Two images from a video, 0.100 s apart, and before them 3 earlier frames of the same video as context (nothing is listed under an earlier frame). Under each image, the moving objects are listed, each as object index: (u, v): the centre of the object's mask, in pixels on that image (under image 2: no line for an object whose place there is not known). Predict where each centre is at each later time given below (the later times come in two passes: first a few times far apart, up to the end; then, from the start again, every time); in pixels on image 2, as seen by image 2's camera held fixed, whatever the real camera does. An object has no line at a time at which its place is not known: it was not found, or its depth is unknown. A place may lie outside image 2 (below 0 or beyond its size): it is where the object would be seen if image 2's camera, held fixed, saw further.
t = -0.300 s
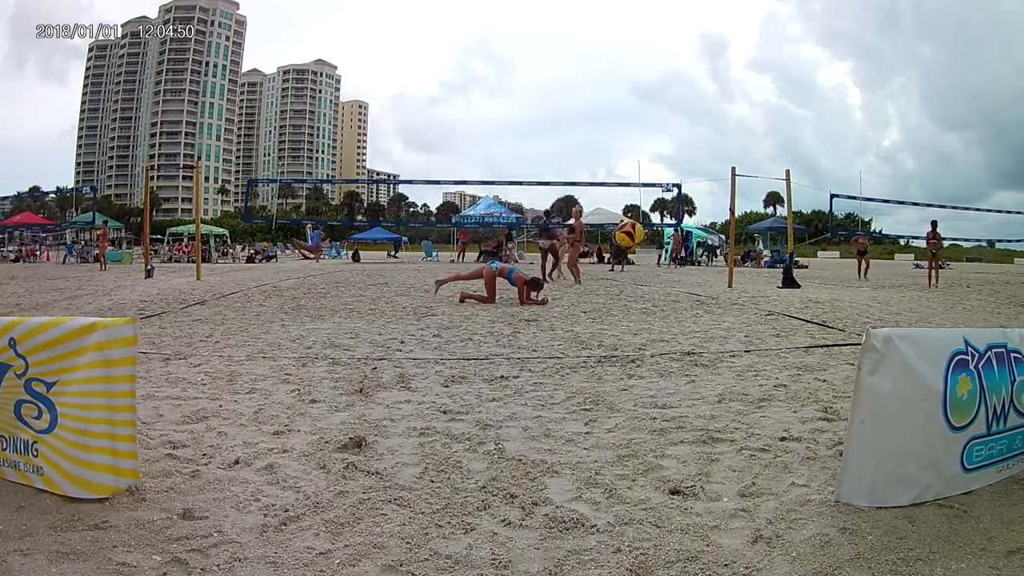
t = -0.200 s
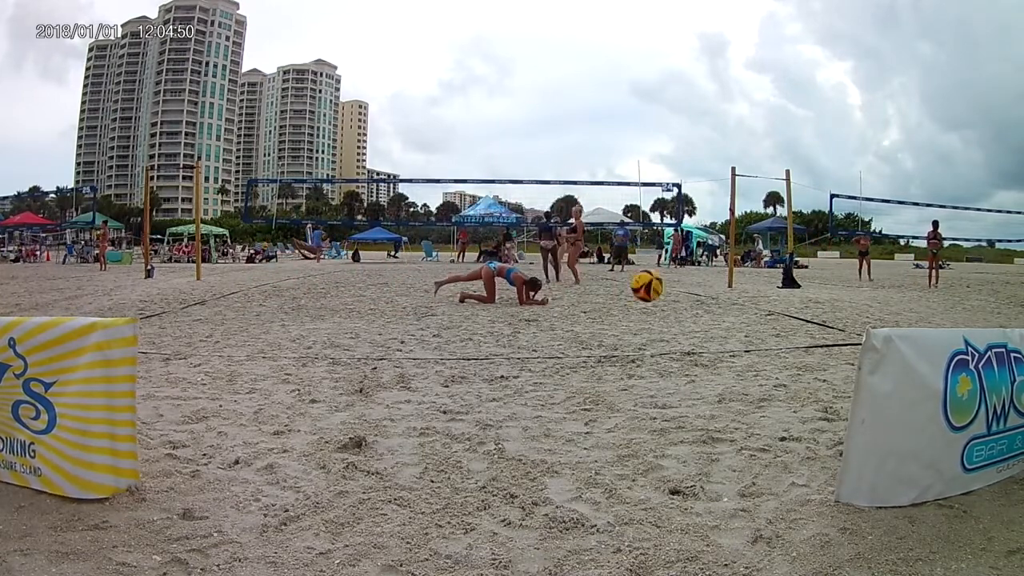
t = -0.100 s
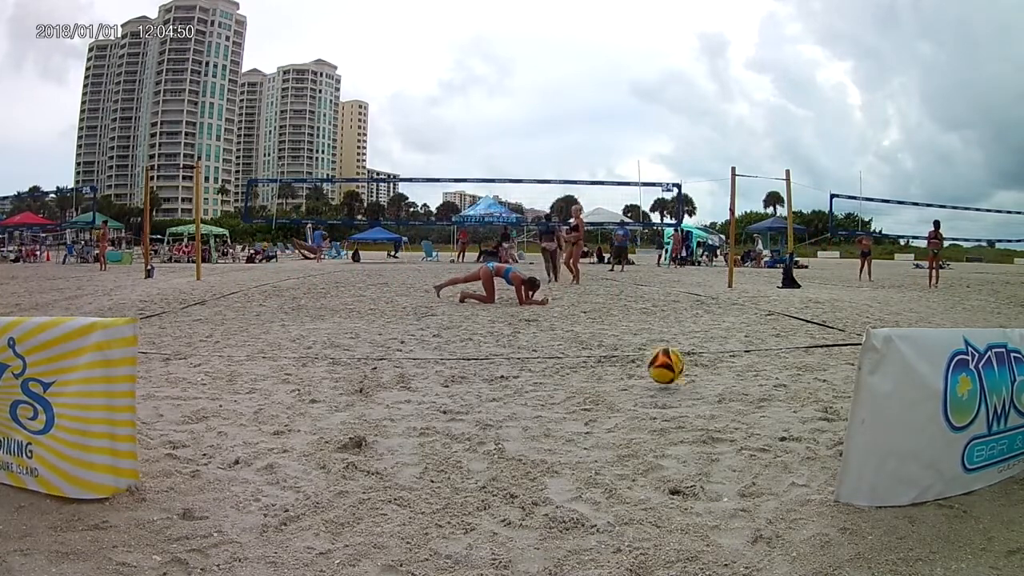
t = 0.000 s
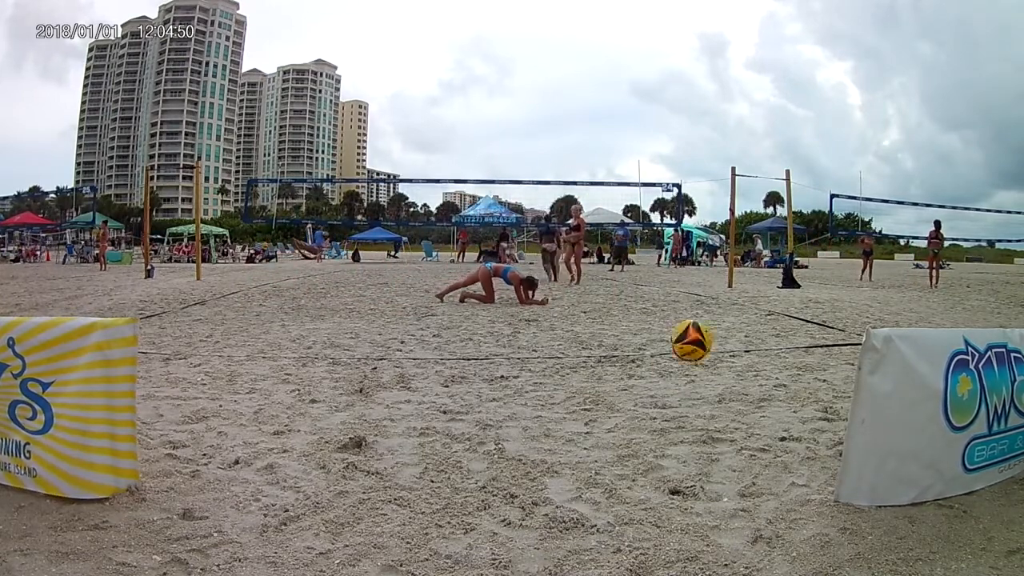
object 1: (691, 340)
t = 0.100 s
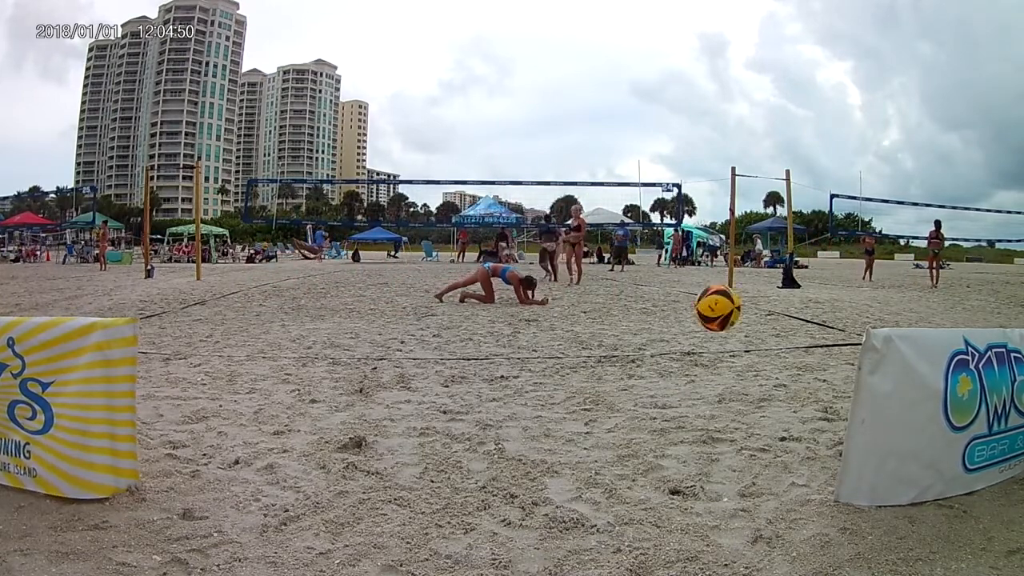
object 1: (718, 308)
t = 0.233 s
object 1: (772, 272)
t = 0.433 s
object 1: (915, 307)
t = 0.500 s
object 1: (984, 372)
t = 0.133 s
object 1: (730, 296)
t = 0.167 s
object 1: (742, 287)
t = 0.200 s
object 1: (757, 278)
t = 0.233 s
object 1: (772, 272)
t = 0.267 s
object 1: (790, 268)
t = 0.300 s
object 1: (810, 267)
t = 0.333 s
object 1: (831, 270)
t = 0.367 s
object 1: (856, 275)
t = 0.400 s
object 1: (883, 288)
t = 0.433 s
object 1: (915, 307)
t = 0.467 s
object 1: (949, 334)
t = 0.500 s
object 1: (984, 372)
